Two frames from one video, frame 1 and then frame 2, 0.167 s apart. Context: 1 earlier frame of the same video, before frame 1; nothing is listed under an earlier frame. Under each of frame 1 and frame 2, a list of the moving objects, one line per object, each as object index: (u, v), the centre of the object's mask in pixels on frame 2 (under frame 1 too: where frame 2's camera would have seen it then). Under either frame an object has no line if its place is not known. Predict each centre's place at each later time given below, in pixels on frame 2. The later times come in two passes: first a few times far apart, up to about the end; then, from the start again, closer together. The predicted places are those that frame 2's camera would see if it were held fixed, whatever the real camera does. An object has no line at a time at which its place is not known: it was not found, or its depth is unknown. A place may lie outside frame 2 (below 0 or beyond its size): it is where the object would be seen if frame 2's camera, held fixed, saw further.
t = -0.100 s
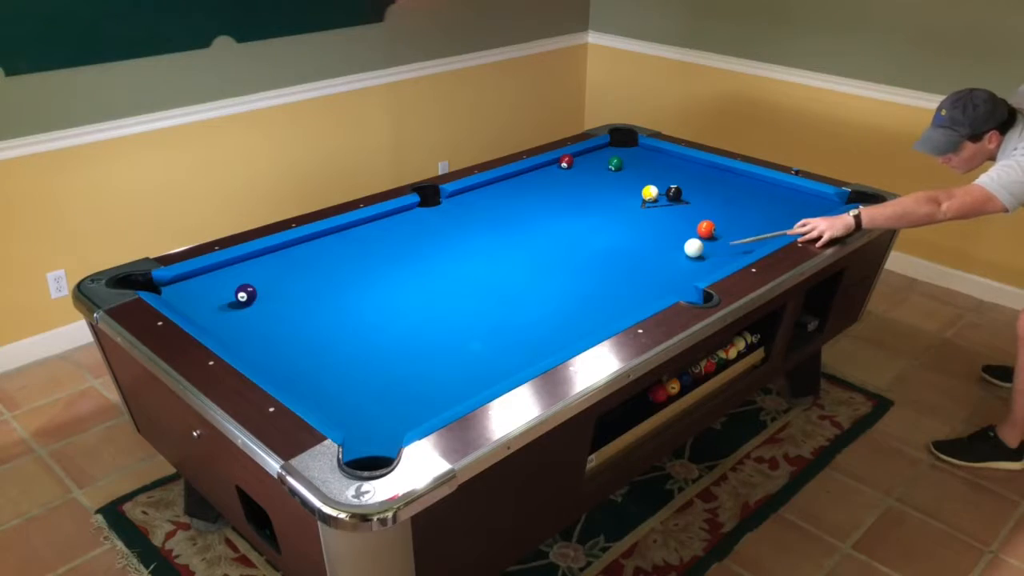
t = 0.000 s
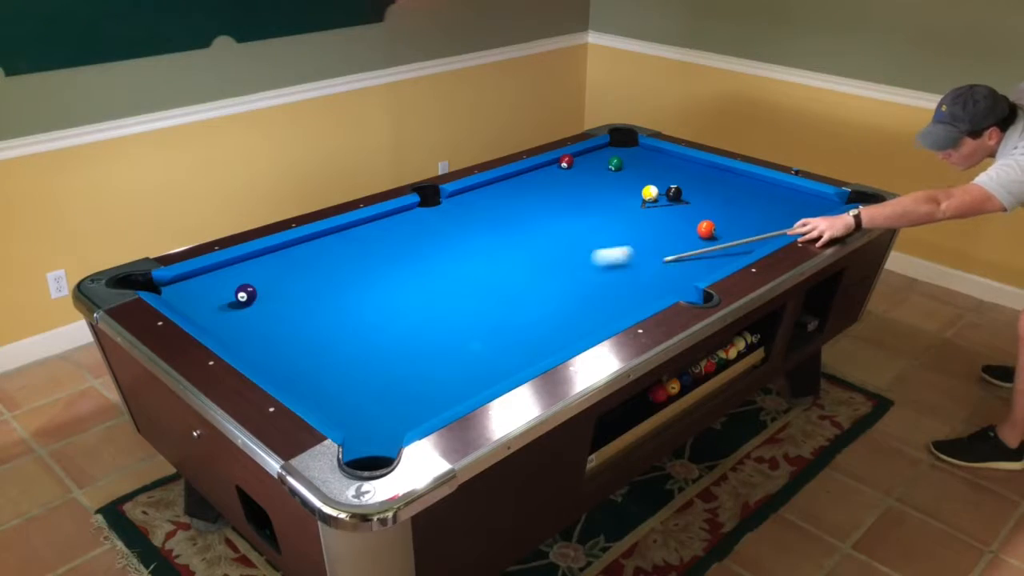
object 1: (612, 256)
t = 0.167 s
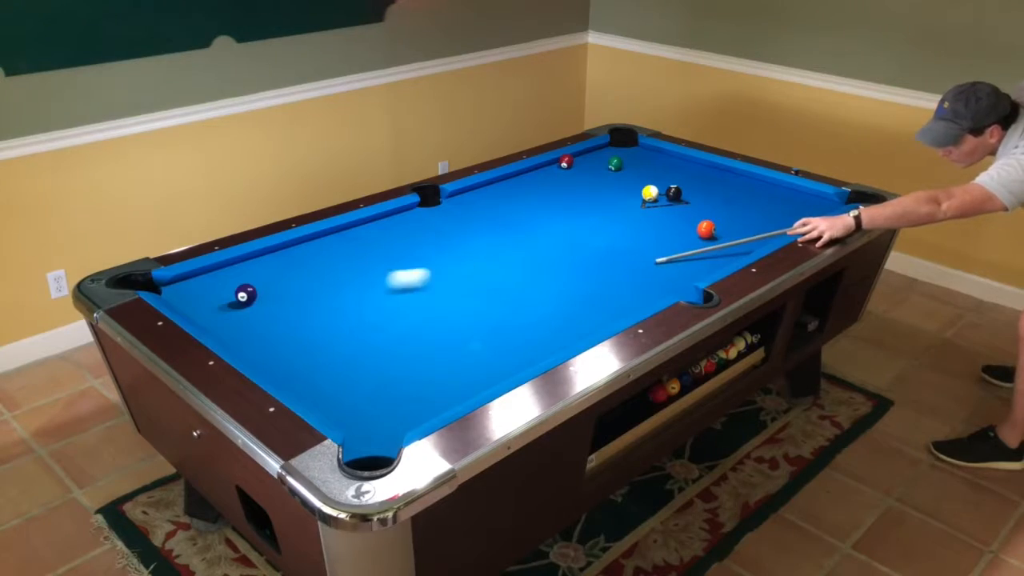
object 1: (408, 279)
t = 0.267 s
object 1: (283, 293)
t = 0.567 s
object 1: (257, 327)
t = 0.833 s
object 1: (255, 353)
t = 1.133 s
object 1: (304, 370)
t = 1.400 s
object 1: (349, 383)
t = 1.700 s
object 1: (399, 397)
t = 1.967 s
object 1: (440, 405)
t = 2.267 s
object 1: (438, 388)
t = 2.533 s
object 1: (437, 373)
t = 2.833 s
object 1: (437, 359)
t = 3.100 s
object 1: (437, 348)
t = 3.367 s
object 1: (437, 339)
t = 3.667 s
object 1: (437, 331)
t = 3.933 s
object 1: (438, 325)
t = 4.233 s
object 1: (438, 321)
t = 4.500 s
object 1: (439, 318)
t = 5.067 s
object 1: (439, 315)
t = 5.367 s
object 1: (439, 315)
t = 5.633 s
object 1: (439, 315)
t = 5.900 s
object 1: (439, 315)
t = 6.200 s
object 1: (439, 315)
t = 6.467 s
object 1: (439, 316)
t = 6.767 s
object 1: (439, 315)
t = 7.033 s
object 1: (439, 315)
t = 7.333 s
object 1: (439, 315)
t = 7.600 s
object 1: (439, 315)
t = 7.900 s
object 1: (439, 315)
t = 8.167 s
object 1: (439, 316)
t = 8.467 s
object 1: (439, 315)
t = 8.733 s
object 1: (439, 315)
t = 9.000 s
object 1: (439, 315)
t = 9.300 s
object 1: (439, 316)
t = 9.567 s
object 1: (439, 315)
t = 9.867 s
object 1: (439, 315)
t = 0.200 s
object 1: (367, 284)
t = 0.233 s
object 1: (325, 288)
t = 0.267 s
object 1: (283, 293)
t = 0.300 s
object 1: (265, 297)
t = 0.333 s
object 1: (263, 302)
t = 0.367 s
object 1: (260, 306)
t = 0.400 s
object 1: (259, 309)
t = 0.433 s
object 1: (258, 313)
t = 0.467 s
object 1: (258, 316)
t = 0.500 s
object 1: (257, 320)
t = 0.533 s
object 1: (257, 323)
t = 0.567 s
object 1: (257, 327)
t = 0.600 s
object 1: (256, 330)
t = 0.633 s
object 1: (256, 333)
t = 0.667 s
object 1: (255, 337)
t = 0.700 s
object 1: (255, 341)
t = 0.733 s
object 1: (255, 344)
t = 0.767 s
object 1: (254, 347)
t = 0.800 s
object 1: (254, 350)
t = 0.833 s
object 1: (255, 353)
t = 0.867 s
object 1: (259, 355)
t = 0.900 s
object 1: (265, 358)
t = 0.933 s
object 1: (270, 360)
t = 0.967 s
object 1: (276, 362)
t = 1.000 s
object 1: (281, 363)
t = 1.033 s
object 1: (287, 365)
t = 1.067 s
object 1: (292, 367)
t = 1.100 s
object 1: (298, 368)
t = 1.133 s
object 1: (304, 370)
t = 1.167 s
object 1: (309, 371)
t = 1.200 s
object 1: (315, 373)
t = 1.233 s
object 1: (320, 375)
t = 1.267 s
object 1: (326, 376)
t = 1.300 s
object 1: (332, 378)
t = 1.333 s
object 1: (338, 380)
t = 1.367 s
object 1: (343, 381)
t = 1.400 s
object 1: (349, 383)
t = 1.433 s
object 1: (354, 384)
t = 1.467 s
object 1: (360, 386)
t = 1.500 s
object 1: (366, 387)
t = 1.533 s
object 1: (371, 389)
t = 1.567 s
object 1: (377, 391)
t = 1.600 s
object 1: (382, 392)
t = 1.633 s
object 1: (388, 394)
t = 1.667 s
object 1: (394, 396)
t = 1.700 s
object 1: (399, 397)
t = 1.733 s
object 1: (404, 399)
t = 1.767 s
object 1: (410, 401)
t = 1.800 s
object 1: (416, 402)
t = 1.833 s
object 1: (421, 404)
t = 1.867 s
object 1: (426, 405)
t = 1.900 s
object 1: (431, 406)
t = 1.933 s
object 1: (436, 406)
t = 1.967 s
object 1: (440, 405)
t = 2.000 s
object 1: (439, 404)
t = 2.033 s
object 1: (440, 402)
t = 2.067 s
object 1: (439, 400)
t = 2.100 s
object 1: (439, 398)
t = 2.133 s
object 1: (439, 396)
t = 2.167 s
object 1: (439, 394)
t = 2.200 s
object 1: (439, 392)
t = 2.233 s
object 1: (438, 390)
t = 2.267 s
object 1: (438, 388)
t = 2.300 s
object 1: (438, 386)
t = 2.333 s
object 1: (438, 384)
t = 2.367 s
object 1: (438, 382)
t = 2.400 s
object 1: (437, 380)
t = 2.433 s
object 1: (437, 378)
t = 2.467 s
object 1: (437, 376)
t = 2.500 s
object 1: (437, 374)
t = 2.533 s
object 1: (437, 373)
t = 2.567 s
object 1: (437, 371)
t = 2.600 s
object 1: (437, 369)
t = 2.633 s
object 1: (437, 368)
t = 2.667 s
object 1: (437, 366)
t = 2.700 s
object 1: (437, 365)
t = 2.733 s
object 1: (437, 363)
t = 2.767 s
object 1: (437, 361)
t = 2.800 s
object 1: (437, 360)
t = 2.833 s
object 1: (437, 359)
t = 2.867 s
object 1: (436, 357)
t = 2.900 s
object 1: (436, 356)
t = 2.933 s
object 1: (436, 354)
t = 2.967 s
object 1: (437, 353)
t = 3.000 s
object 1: (437, 352)
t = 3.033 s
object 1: (437, 350)
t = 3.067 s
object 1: (437, 349)
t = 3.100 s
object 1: (437, 348)
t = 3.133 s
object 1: (437, 347)
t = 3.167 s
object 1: (437, 346)
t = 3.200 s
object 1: (437, 345)
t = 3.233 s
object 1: (437, 343)
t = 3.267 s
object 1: (437, 342)
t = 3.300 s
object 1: (437, 341)
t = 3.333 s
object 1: (437, 340)
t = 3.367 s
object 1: (437, 339)
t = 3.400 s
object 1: (437, 338)
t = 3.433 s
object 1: (437, 337)
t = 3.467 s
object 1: (437, 336)
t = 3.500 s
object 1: (437, 335)
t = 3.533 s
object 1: (437, 334)
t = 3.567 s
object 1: (437, 334)
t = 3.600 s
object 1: (437, 333)
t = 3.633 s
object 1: (437, 332)
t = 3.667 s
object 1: (437, 331)
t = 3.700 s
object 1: (437, 330)
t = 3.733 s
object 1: (437, 329)
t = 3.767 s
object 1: (437, 329)
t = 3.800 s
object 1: (437, 328)
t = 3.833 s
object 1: (438, 327)
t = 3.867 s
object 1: (438, 327)
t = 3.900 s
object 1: (438, 326)
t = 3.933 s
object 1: (438, 325)
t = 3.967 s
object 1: (438, 325)
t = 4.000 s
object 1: (438, 324)
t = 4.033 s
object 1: (438, 324)
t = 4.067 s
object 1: (438, 323)
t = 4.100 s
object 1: (438, 322)
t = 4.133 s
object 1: (438, 322)
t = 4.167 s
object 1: (438, 322)
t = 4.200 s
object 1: (438, 321)
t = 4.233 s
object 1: (438, 321)
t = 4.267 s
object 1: (438, 320)
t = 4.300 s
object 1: (439, 320)
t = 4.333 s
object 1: (438, 319)
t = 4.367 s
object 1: (438, 318)
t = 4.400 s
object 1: (438, 318)
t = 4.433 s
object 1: (438, 318)
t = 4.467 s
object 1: (438, 319)
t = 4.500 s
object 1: (439, 318)
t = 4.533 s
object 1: (438, 317)
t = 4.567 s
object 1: (437, 316)
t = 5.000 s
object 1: (439, 315)
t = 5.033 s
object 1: (439, 315)
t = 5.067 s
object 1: (439, 315)
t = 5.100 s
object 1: (439, 315)
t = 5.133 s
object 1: (439, 315)
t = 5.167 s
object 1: (439, 314)
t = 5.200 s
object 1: (439, 314)
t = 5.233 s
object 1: (439, 315)
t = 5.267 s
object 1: (439, 314)
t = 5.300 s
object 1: (439, 314)
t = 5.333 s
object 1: (439, 314)
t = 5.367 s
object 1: (439, 315)
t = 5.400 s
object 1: (439, 315)
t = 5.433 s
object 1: (439, 315)
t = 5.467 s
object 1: (439, 315)
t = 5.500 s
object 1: (439, 315)
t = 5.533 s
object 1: (439, 315)
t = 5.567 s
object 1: (439, 315)
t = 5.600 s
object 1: (439, 315)
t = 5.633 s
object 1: (439, 315)
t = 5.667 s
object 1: (439, 315)
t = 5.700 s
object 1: (439, 315)
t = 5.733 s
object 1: (439, 315)
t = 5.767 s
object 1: (439, 315)
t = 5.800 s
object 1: (439, 315)
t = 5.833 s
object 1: (439, 315)
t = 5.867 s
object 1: (439, 315)
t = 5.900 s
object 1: (439, 315)
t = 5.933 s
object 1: (439, 315)
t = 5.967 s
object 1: (439, 315)
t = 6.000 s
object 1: (439, 315)
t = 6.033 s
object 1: (439, 315)
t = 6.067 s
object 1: (439, 315)
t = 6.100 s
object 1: (439, 315)
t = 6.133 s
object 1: (439, 315)
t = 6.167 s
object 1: (439, 315)
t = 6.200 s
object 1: (439, 315)
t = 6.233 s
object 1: (439, 315)
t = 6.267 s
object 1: (439, 316)
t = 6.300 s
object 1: (439, 316)
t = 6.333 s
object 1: (439, 316)
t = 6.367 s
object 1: (439, 316)
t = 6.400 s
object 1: (439, 315)
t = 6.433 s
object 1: (439, 316)
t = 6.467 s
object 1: (439, 316)
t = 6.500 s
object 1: (439, 316)
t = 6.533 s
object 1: (439, 316)
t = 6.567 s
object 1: (439, 316)
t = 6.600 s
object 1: (439, 316)
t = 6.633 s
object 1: (439, 316)
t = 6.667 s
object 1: (439, 316)
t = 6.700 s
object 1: (439, 316)
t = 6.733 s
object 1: (439, 316)
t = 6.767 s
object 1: (439, 315)
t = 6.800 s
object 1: (439, 315)
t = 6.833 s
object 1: (439, 315)
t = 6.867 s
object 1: (439, 315)
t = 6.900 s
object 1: (439, 315)
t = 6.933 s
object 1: (439, 315)
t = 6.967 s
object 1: (439, 315)
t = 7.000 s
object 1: (439, 315)
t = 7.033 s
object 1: (439, 315)
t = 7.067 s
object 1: (439, 315)
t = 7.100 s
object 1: (439, 315)
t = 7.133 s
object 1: (439, 315)
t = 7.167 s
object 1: (439, 315)
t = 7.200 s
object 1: (439, 315)
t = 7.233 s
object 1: (439, 315)
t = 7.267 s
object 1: (439, 315)
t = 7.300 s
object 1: (439, 315)
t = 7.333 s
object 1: (439, 315)
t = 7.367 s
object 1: (439, 315)
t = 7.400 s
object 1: (439, 315)
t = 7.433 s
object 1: (439, 315)
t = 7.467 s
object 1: (439, 315)
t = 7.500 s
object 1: (439, 315)
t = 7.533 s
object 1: (439, 315)
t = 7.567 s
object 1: (439, 315)
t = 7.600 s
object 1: (439, 315)
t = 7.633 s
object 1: (439, 315)
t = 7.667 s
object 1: (439, 315)
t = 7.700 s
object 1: (439, 315)
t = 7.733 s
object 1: (439, 315)
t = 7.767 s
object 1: (439, 315)
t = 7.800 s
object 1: (439, 315)
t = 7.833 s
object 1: (439, 315)
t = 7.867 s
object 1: (439, 315)
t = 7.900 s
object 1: (439, 315)
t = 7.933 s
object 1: (439, 315)
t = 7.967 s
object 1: (439, 316)
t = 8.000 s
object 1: (439, 316)
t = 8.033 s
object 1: (439, 315)
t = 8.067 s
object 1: (439, 315)
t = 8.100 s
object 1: (439, 315)
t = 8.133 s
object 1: (439, 315)
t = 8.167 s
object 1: (439, 316)
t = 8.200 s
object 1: (439, 316)
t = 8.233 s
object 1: (439, 315)
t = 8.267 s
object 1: (439, 315)
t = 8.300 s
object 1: (439, 316)
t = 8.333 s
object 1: (439, 316)
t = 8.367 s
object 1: (439, 315)
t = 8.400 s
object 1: (439, 315)
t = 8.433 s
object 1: (439, 315)
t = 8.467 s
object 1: (439, 315)
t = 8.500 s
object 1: (439, 315)
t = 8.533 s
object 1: (439, 315)
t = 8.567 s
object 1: (439, 315)
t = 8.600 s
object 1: (439, 315)
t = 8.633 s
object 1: (439, 315)
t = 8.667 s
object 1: (439, 315)
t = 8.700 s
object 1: (439, 315)
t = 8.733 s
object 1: (439, 315)
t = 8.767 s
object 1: (439, 315)
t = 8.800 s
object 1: (439, 315)
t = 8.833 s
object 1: (439, 315)
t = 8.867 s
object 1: (439, 315)
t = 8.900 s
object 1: (439, 315)
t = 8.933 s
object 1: (439, 315)
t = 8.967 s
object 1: (439, 315)
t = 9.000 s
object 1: (439, 315)
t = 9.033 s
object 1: (439, 316)
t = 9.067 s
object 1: (439, 316)
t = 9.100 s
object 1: (439, 316)
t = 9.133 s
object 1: (439, 316)
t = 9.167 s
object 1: (439, 315)
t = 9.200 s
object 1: (439, 316)
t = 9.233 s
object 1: (439, 316)
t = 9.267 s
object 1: (439, 316)
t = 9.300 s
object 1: (439, 316)
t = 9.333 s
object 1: (439, 316)
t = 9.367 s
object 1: (439, 315)
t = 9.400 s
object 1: (439, 316)
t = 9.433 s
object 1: (439, 316)
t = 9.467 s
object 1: (439, 315)
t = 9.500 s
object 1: (439, 315)
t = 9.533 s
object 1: (439, 315)
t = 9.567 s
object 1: (439, 315)
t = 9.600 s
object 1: (439, 315)
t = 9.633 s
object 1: (439, 315)
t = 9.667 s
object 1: (439, 315)
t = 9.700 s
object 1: (439, 315)
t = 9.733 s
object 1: (439, 315)
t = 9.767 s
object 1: (439, 315)
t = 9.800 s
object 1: (439, 315)
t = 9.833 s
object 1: (439, 315)
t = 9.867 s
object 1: (439, 315)
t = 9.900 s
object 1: (439, 315)
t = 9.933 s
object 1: (439, 315)
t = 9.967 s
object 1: (439, 315)
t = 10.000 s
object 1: (439, 315)
